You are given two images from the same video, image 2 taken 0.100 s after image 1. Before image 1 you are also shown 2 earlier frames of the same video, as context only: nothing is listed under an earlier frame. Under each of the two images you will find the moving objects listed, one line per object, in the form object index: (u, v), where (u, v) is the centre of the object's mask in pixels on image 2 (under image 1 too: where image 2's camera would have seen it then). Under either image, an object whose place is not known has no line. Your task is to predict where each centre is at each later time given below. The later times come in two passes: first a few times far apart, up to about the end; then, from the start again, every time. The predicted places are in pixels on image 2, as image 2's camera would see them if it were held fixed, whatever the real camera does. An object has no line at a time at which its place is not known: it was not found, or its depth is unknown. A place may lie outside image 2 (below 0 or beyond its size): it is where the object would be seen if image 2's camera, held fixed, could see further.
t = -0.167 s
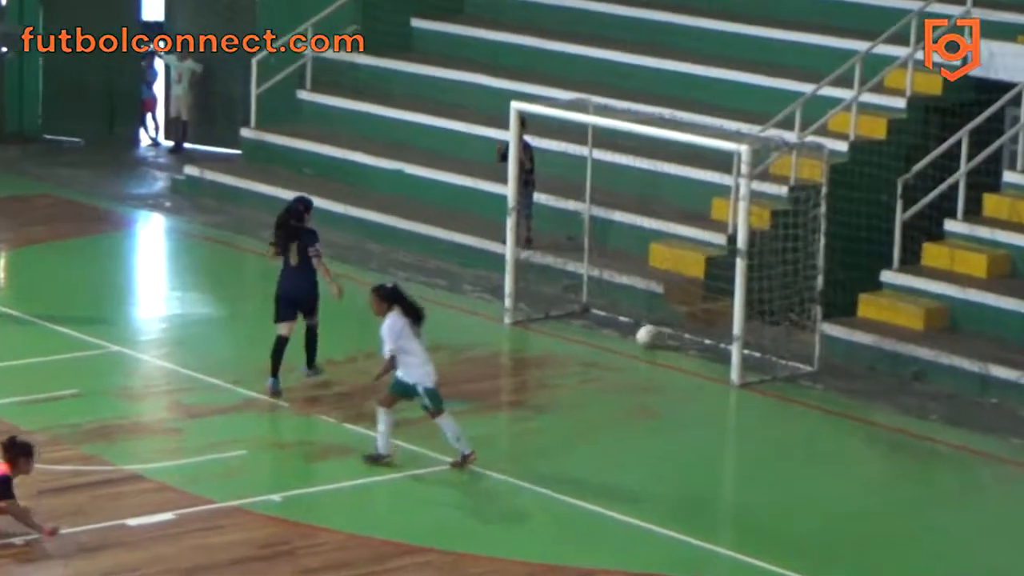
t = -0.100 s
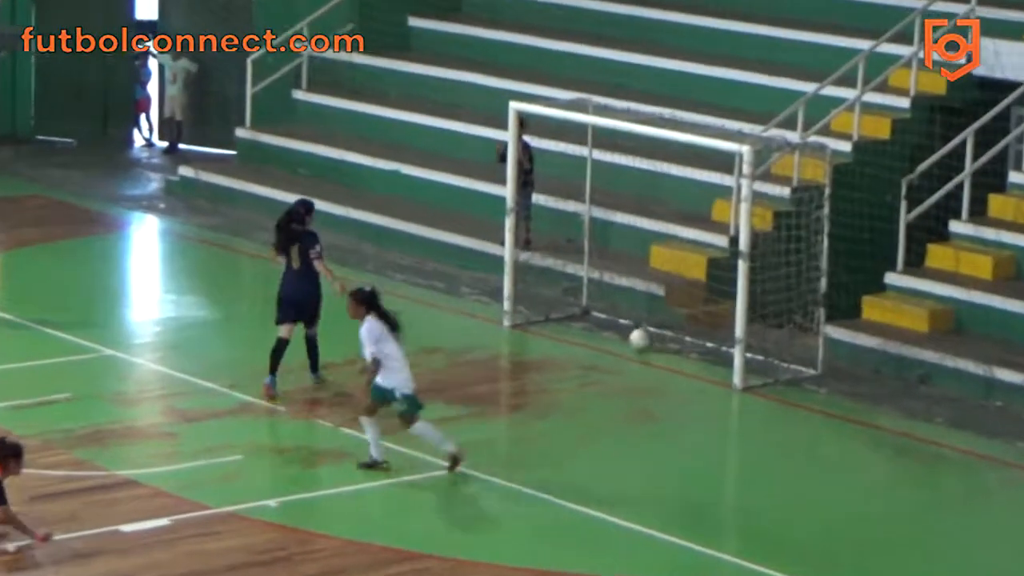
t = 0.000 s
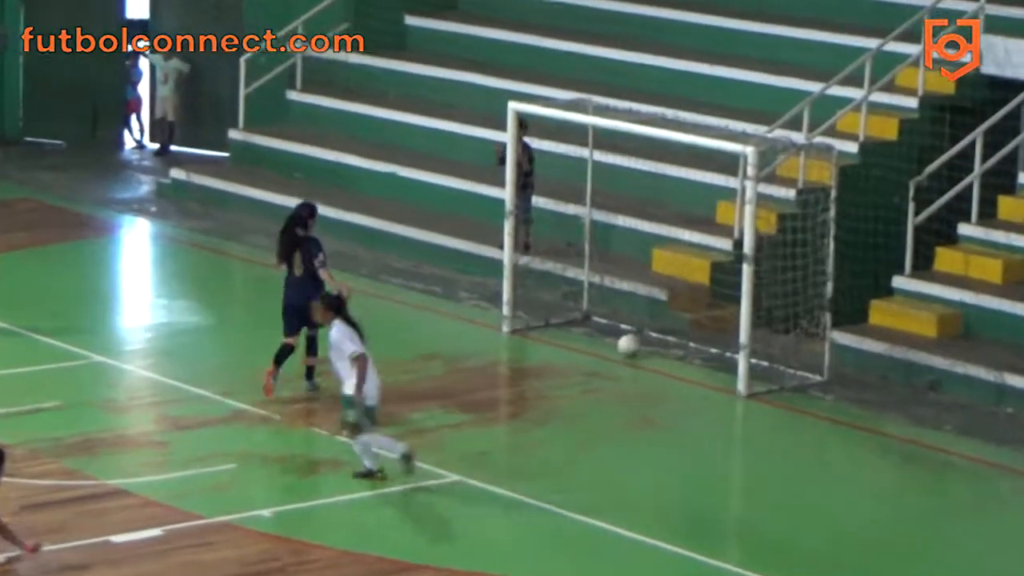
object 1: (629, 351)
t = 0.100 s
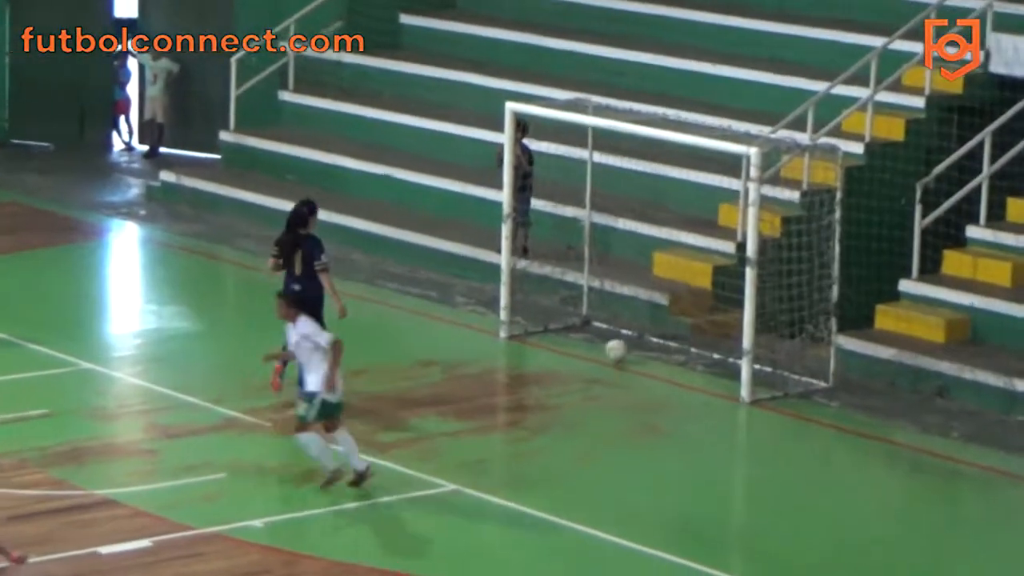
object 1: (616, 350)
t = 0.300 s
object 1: (589, 350)
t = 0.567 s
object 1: (555, 350)
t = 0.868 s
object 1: (518, 349)
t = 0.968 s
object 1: (505, 348)
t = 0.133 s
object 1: (611, 351)
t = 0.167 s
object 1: (607, 350)
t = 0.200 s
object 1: (602, 351)
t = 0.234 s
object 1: (598, 351)
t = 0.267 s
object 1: (594, 350)
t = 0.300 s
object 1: (589, 350)
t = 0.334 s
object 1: (585, 350)
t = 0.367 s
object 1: (580, 350)
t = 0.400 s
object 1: (576, 351)
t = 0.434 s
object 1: (572, 350)
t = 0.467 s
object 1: (568, 350)
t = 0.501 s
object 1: (564, 350)
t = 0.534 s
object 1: (560, 349)
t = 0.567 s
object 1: (555, 350)
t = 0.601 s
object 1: (552, 350)
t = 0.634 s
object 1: (548, 350)
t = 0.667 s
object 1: (543, 350)
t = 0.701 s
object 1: (539, 349)
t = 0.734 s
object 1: (533, 350)
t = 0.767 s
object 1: (529, 350)
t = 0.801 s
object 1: (526, 350)
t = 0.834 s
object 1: (522, 350)
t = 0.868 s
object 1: (518, 349)
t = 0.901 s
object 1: (515, 349)
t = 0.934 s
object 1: (510, 349)
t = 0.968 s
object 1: (505, 348)
